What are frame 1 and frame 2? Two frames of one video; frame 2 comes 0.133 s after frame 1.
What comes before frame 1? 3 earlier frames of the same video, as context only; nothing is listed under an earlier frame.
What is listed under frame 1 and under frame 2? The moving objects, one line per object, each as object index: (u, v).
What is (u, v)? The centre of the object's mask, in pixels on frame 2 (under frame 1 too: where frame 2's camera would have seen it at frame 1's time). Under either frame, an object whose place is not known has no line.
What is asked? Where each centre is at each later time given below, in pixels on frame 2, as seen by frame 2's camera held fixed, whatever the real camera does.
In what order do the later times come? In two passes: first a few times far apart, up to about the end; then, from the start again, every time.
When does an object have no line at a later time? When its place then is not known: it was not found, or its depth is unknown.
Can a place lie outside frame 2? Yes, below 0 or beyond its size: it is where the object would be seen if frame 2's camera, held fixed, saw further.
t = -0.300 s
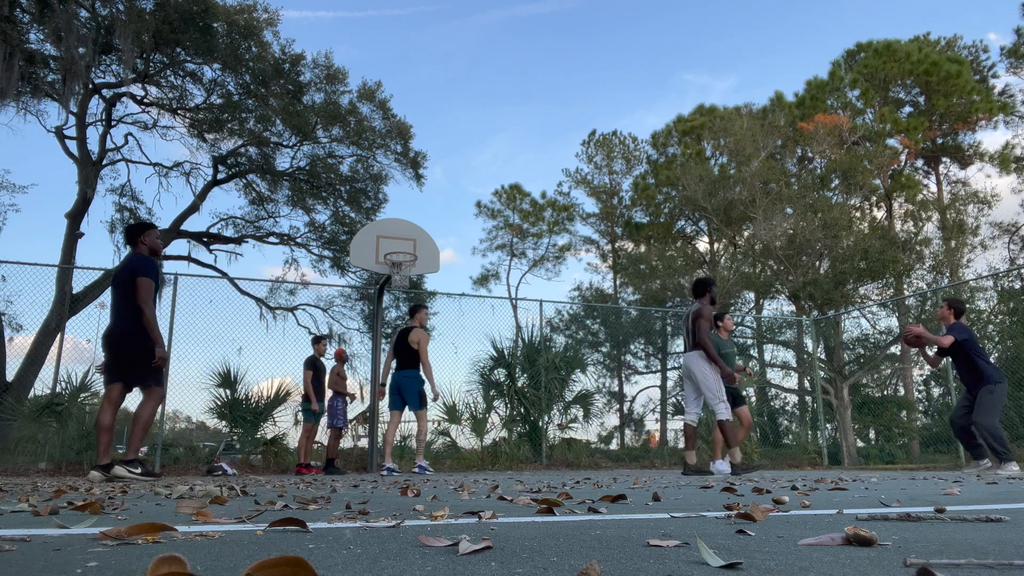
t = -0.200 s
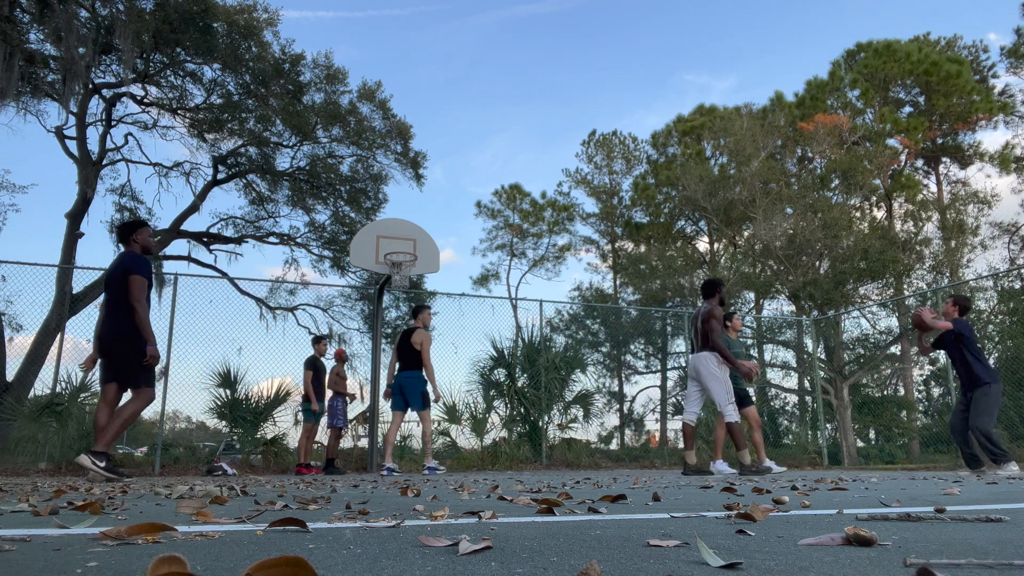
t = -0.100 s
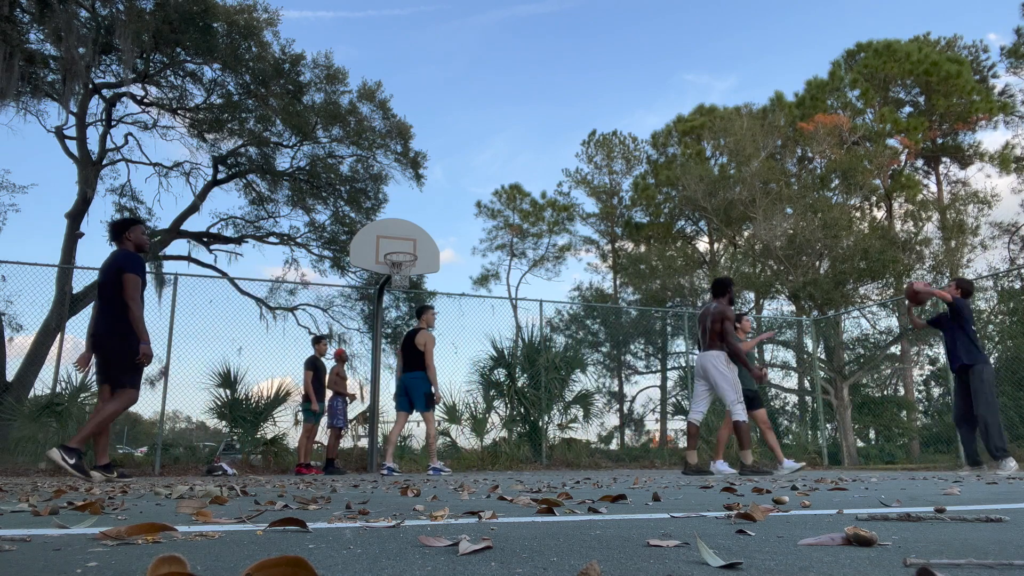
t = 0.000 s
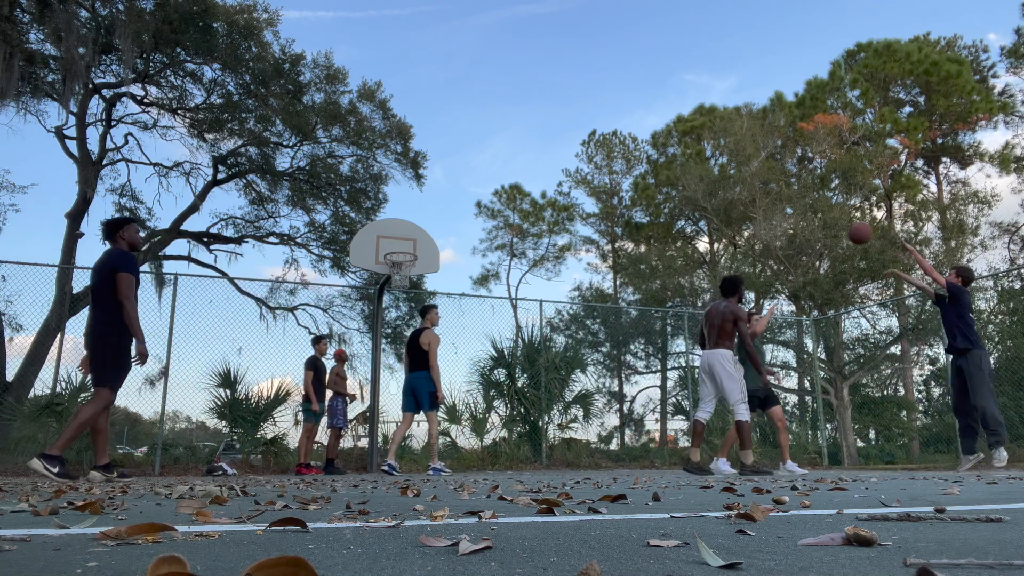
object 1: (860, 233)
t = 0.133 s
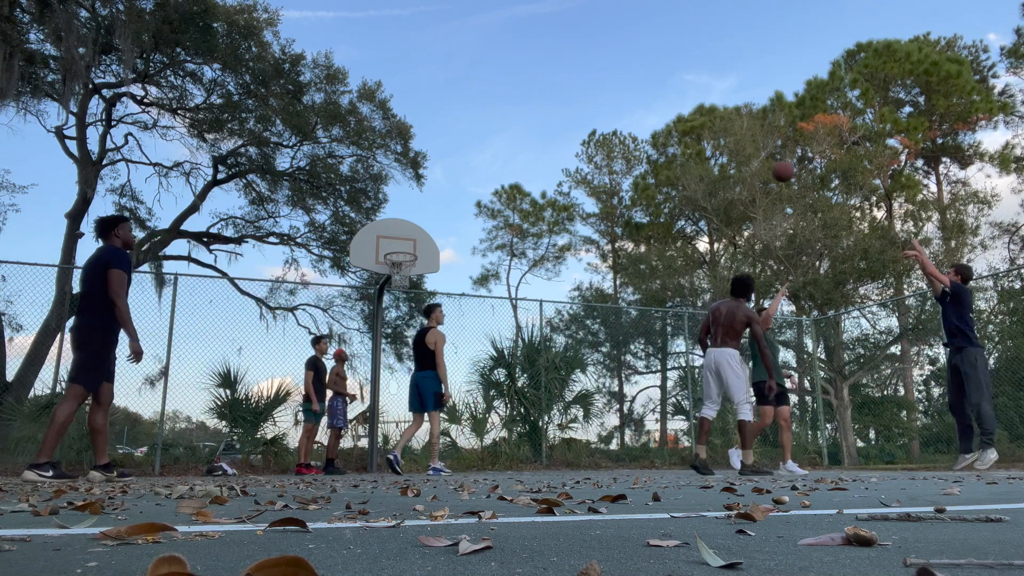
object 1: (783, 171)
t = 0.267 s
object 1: (718, 132)
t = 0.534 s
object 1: (613, 104)
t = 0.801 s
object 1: (528, 126)
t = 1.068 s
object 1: (456, 189)
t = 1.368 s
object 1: (430, 204)
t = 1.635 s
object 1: (466, 145)
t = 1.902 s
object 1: (504, 131)
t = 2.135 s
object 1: (540, 158)
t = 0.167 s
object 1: (766, 160)
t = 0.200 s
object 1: (749, 149)
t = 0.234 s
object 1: (733, 140)
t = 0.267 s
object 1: (718, 132)
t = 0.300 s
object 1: (703, 126)
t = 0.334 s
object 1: (689, 120)
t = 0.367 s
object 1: (676, 115)
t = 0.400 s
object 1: (662, 111)
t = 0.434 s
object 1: (649, 107)
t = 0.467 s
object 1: (637, 105)
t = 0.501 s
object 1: (625, 104)
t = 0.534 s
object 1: (613, 104)
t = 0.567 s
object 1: (602, 104)
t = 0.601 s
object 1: (590, 105)
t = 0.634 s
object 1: (579, 107)
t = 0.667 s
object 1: (569, 109)
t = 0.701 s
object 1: (558, 112)
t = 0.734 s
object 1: (548, 116)
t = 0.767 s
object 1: (538, 120)
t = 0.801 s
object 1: (528, 126)
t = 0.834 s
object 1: (519, 131)
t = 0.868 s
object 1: (509, 138)
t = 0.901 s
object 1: (500, 145)
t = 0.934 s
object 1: (491, 152)
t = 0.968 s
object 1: (482, 161)
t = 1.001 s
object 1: (473, 169)
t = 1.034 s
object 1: (464, 179)
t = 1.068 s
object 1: (456, 189)
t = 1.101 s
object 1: (447, 199)
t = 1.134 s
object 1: (439, 211)
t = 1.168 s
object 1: (430, 222)
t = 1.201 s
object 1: (422, 235)
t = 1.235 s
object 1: (415, 247)
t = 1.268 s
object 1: (417, 238)
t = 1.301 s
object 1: (422, 226)
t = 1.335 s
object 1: (426, 215)
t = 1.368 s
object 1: (430, 204)
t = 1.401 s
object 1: (435, 194)
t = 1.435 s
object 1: (439, 185)
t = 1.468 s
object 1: (443, 177)
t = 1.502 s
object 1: (448, 169)
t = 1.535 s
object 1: (452, 162)
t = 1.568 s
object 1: (457, 156)
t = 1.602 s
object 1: (461, 150)
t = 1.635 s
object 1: (466, 145)
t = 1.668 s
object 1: (470, 141)
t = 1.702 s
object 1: (475, 137)
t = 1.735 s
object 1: (480, 134)
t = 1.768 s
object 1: (485, 132)
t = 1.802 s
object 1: (489, 131)
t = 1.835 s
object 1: (494, 130)
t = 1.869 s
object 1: (499, 130)
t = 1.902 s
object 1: (504, 131)
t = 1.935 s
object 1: (509, 132)
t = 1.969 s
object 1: (514, 135)
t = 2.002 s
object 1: (519, 138)
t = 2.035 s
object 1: (524, 142)
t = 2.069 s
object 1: (530, 146)
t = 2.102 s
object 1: (535, 152)
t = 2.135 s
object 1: (540, 158)
